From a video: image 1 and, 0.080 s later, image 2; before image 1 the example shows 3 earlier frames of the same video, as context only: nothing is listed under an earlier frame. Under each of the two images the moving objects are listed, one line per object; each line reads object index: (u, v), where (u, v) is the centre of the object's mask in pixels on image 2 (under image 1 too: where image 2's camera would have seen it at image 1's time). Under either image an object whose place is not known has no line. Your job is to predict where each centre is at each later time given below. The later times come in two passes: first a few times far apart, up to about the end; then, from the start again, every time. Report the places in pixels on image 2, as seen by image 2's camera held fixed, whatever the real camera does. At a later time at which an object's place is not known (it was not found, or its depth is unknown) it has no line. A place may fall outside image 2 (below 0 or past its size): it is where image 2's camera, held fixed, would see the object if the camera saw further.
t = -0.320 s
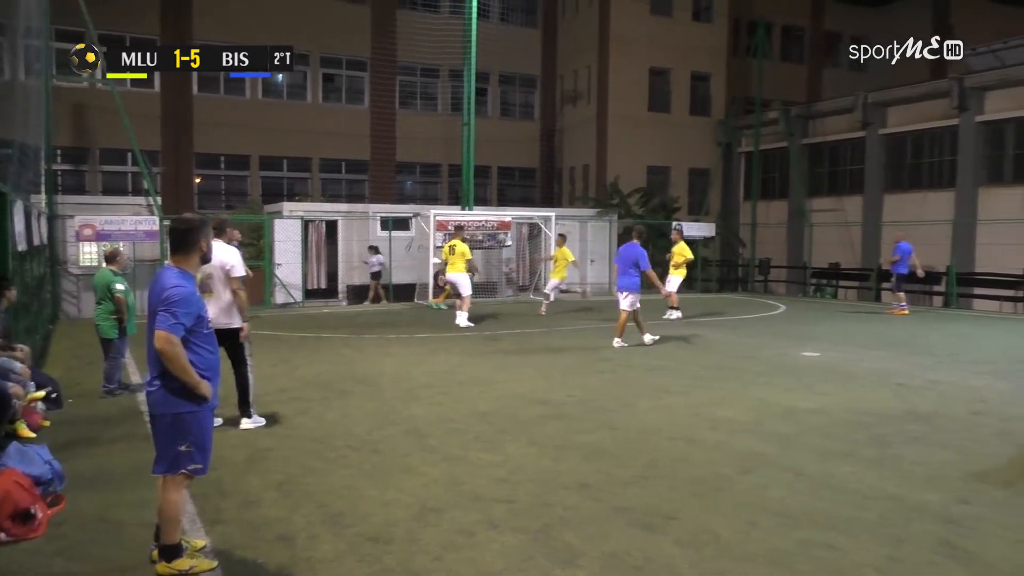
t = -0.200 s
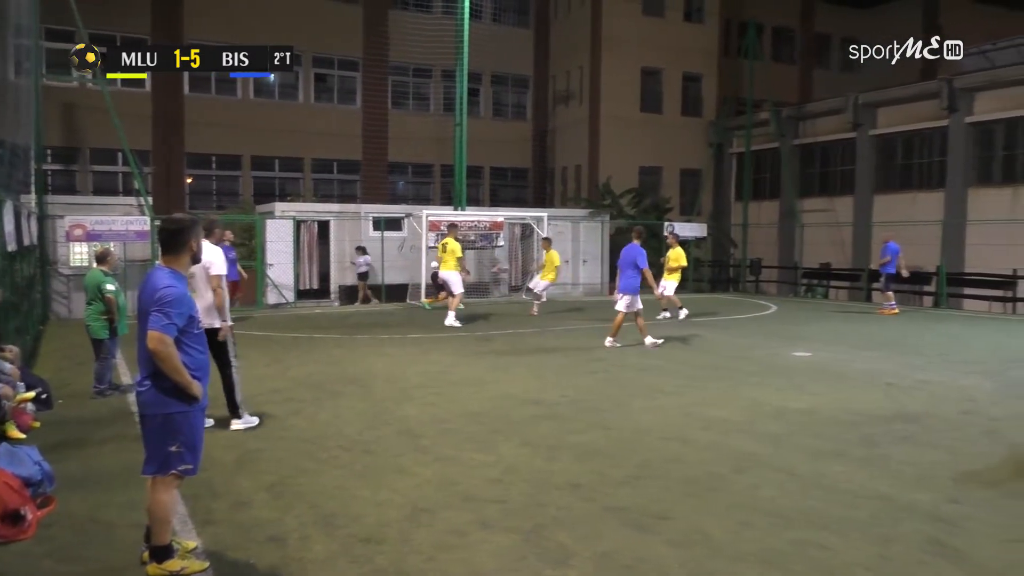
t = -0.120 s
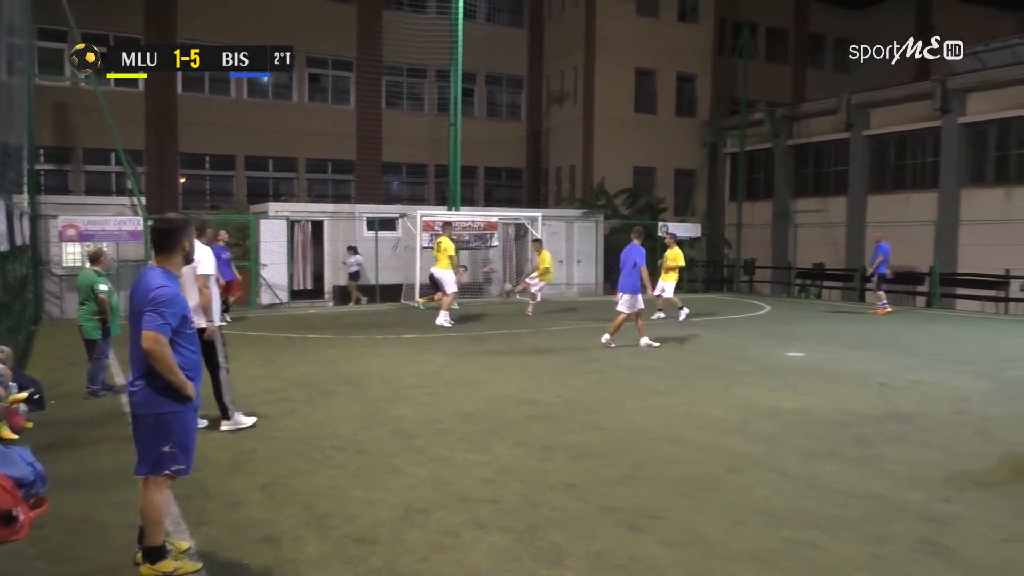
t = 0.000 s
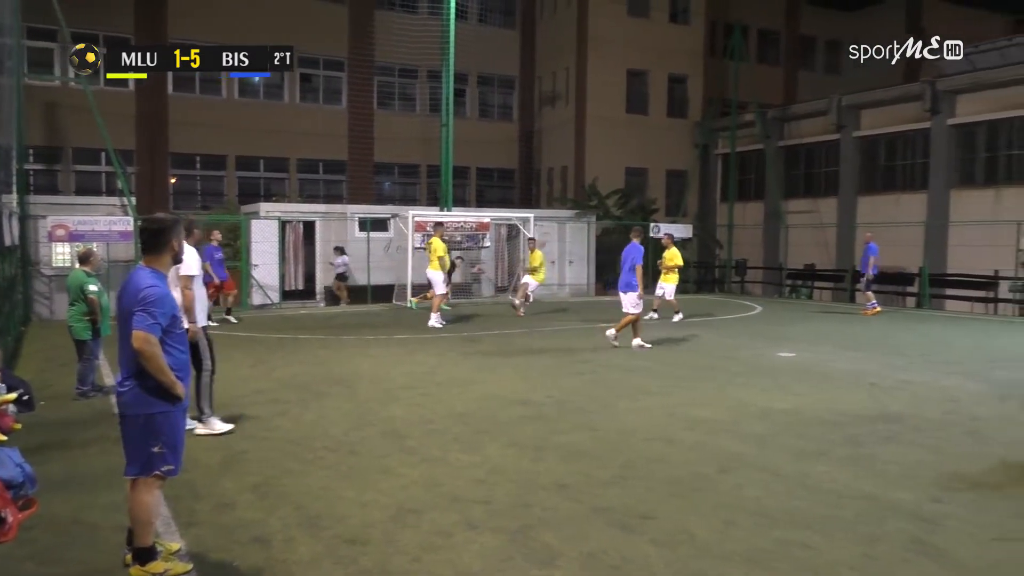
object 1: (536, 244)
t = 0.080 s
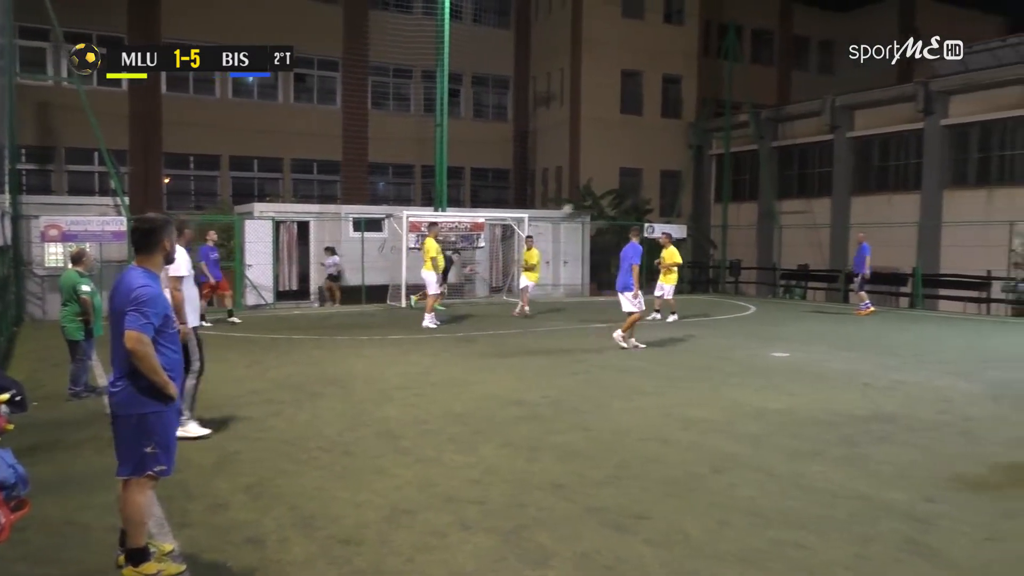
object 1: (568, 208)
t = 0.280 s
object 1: (650, 143)
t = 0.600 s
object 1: (814, 75)
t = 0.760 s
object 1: (908, 62)
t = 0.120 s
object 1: (582, 195)
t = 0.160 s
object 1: (599, 181)
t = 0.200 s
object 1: (616, 168)
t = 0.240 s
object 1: (633, 155)
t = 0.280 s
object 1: (650, 143)
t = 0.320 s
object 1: (670, 132)
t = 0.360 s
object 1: (688, 121)
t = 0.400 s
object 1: (707, 111)
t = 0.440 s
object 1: (726, 102)
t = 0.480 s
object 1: (747, 94)
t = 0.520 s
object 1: (769, 87)
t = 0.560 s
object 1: (791, 80)
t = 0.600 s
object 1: (814, 75)
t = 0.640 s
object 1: (837, 70)
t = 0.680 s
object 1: (860, 66)
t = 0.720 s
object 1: (884, 64)
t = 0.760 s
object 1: (908, 62)
